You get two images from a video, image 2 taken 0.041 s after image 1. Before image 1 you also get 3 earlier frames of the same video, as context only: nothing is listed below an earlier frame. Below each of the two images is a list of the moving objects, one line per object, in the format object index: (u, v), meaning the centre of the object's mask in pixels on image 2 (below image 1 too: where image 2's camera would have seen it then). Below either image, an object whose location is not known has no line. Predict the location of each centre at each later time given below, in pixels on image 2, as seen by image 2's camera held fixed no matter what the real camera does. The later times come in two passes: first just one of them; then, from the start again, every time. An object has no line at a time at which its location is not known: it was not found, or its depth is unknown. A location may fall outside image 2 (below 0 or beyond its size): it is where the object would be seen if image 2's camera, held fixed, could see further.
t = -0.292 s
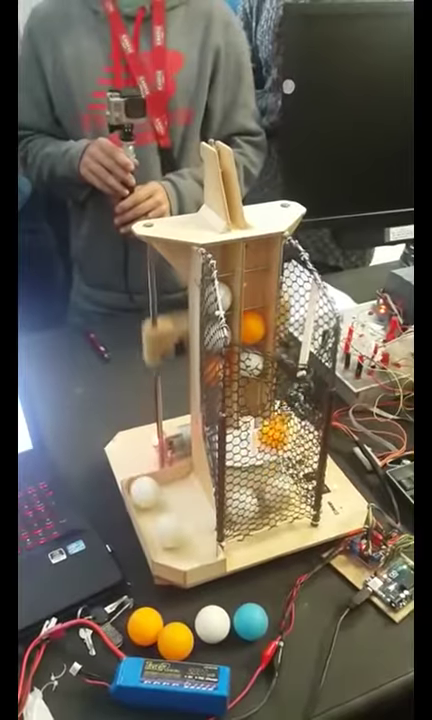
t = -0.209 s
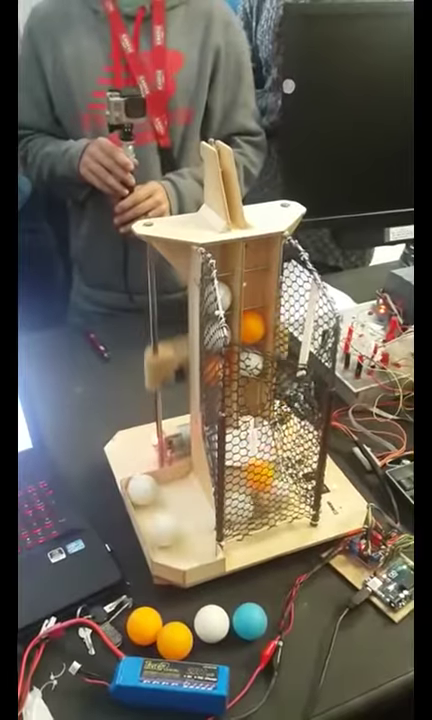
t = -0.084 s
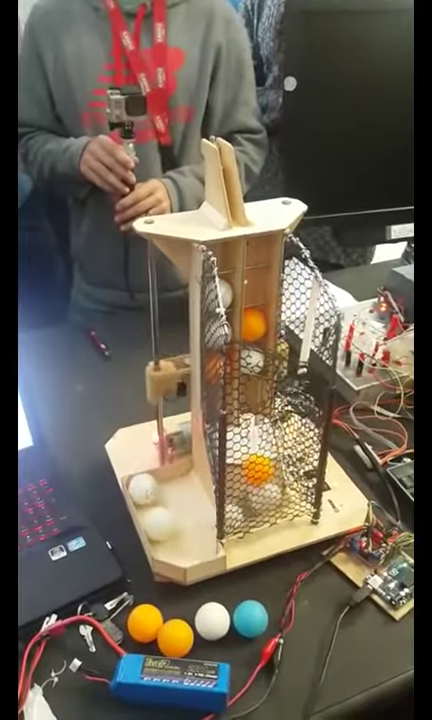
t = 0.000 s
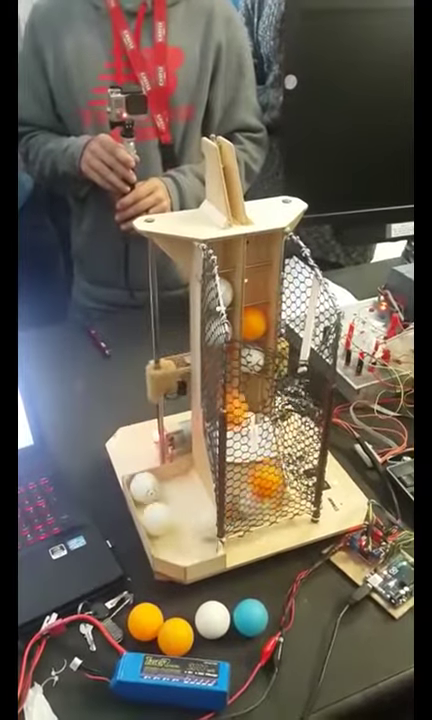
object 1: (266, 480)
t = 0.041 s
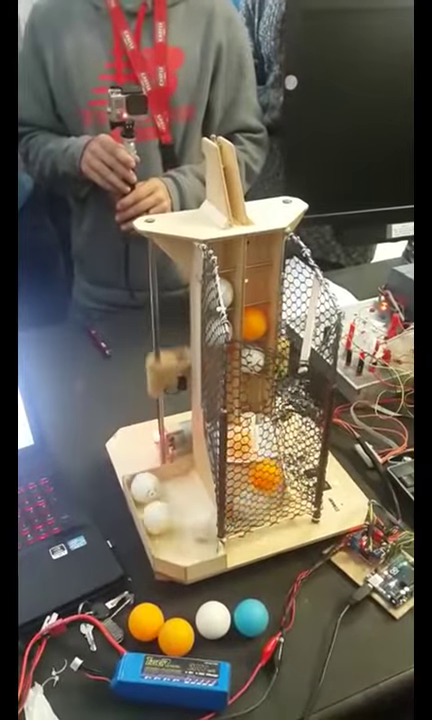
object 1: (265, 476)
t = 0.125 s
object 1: (273, 488)
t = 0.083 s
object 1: (265, 477)
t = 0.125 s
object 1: (273, 488)
